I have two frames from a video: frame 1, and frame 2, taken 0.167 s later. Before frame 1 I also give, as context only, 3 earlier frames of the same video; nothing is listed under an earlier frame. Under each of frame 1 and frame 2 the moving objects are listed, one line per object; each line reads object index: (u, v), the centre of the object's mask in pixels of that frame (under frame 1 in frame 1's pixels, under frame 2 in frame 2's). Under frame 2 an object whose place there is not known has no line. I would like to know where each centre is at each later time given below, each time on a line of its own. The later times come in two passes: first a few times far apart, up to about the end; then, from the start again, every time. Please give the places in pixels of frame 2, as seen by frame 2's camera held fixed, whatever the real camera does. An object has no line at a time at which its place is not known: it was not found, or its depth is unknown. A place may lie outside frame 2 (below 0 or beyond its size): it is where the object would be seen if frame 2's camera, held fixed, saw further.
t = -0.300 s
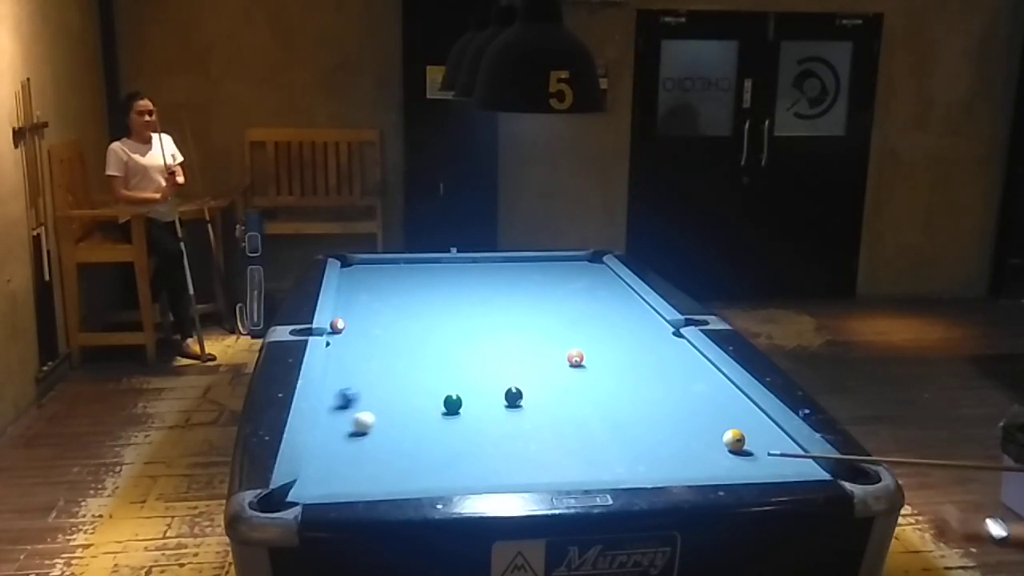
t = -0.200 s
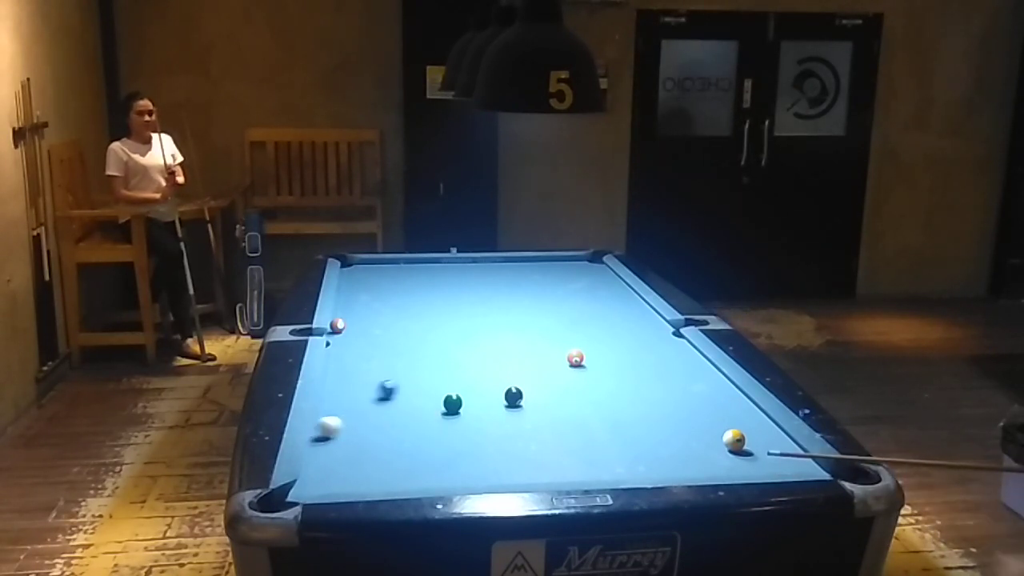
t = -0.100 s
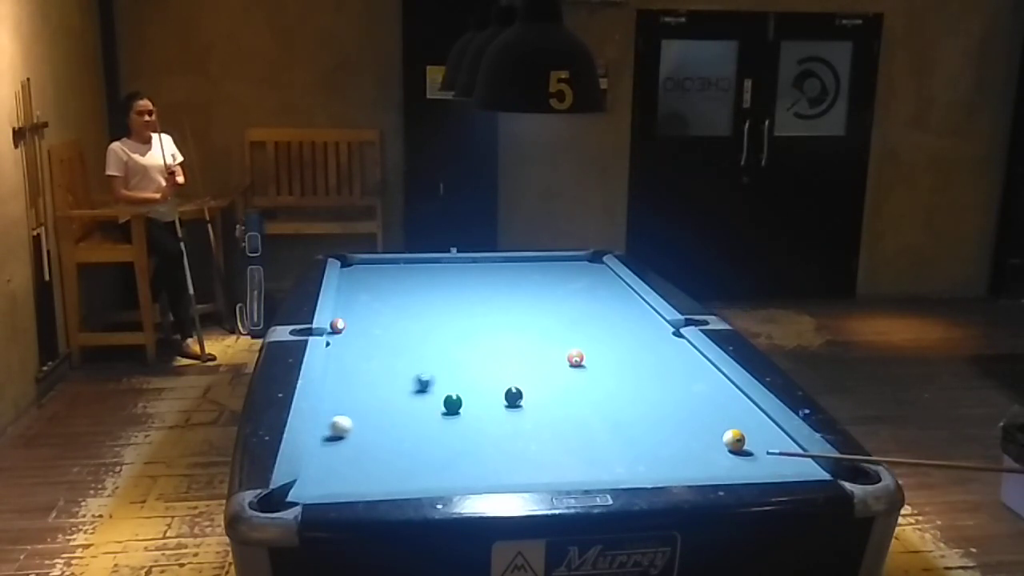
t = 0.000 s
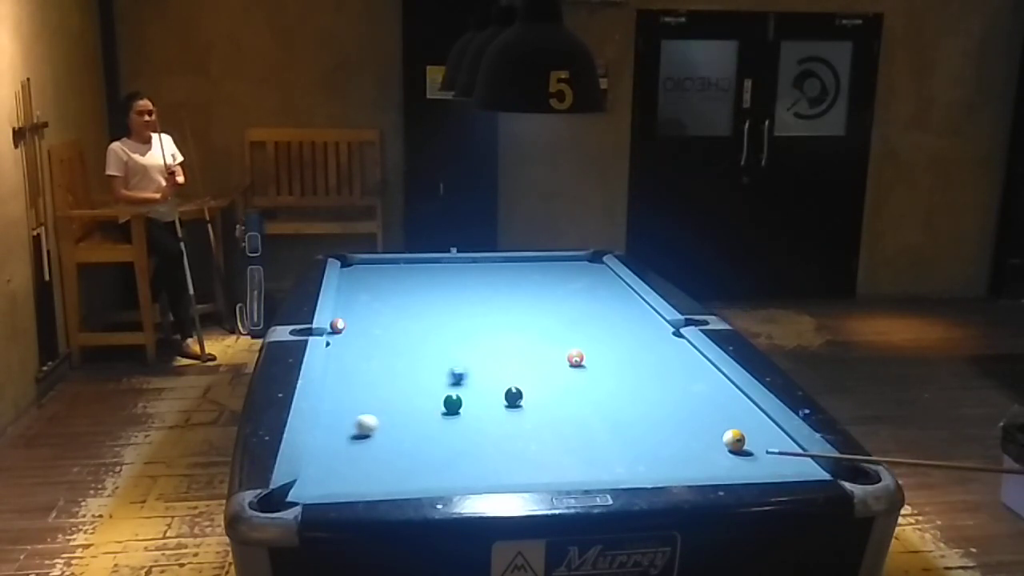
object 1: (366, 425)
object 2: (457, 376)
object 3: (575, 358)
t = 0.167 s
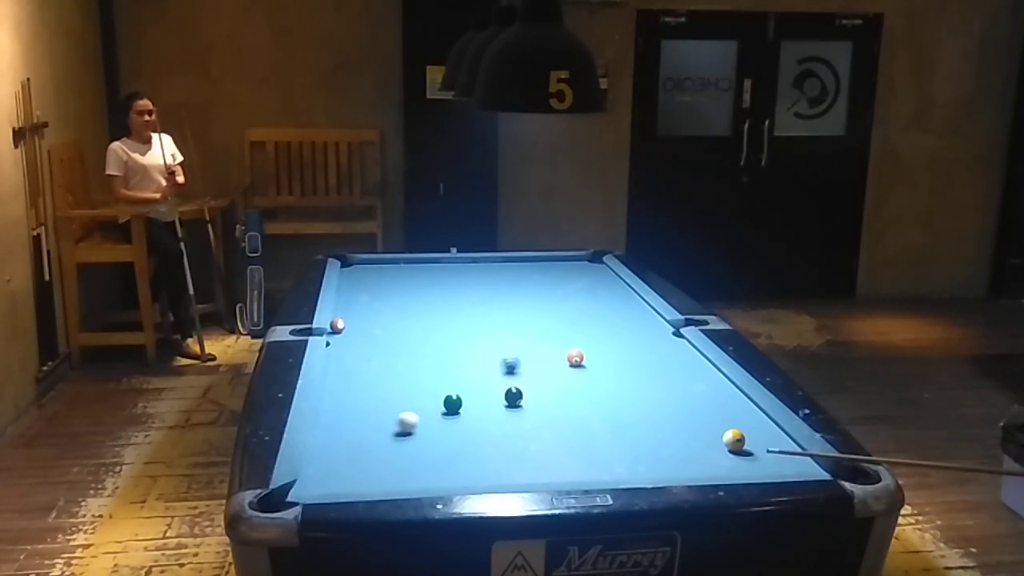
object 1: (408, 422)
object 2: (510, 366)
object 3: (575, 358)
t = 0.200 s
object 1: (415, 422)
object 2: (520, 365)
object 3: (575, 358)
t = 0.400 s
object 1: (462, 419)
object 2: (569, 350)
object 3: (582, 359)
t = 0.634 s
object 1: (514, 416)
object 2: (607, 335)
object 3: (605, 363)
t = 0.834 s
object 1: (555, 415)
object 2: (635, 324)
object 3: (624, 366)
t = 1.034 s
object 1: (595, 412)
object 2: (650, 315)
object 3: (642, 369)
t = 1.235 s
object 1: (633, 409)
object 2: (633, 313)
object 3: (659, 372)
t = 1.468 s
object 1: (675, 407)
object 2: (616, 311)
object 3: (678, 374)
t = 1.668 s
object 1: (709, 405)
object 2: (602, 309)
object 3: (693, 377)
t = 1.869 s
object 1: (741, 404)
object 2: (590, 307)
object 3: (707, 380)
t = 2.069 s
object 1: (729, 403)
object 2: (578, 306)
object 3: (720, 381)
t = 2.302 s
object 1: (707, 404)
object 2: (565, 304)
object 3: (721, 383)
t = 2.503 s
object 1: (689, 404)
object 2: (556, 303)
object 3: (717, 385)
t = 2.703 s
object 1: (673, 404)
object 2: (548, 302)
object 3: (715, 386)
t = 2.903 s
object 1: (658, 404)
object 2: (540, 301)
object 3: (713, 387)
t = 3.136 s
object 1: (643, 404)
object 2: (532, 300)
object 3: (712, 387)
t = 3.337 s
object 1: (631, 404)
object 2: (526, 299)
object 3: (713, 388)
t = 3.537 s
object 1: (620, 404)
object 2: (521, 298)
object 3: (713, 387)
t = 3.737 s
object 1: (610, 404)
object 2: (516, 297)
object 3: (713, 387)
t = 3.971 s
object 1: (601, 404)
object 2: (512, 296)
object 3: (714, 387)
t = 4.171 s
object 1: (594, 405)
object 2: (509, 296)
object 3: (713, 387)
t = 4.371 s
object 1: (589, 405)
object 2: (507, 295)
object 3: (714, 387)
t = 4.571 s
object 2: (505, 295)
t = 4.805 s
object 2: (504, 294)
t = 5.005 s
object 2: (503, 294)
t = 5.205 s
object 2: (503, 294)
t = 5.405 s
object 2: (503, 294)
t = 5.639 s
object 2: (504, 294)
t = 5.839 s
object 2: (503, 294)
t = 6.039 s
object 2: (503, 294)
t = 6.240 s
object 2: (504, 294)
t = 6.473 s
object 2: (503, 294)
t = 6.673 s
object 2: (504, 294)
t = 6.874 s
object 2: (503, 294)
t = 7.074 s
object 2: (503, 294)
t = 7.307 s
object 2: (503, 294)
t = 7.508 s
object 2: (503, 294)
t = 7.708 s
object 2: (503, 294)
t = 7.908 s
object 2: (503, 294)
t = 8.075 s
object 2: (503, 294)
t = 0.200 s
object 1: (415, 422)
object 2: (520, 365)
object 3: (575, 358)
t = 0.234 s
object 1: (423, 421)
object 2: (530, 362)
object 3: (575, 358)
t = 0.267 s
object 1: (431, 421)
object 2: (540, 360)
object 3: (575, 358)
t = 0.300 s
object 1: (439, 420)
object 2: (550, 360)
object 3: (576, 358)
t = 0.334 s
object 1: (447, 420)
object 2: (558, 355)
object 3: (575, 358)
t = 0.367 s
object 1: (454, 420)
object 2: (564, 352)
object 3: (578, 358)
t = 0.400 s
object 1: (462, 419)
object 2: (569, 350)
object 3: (582, 359)
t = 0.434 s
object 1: (470, 419)
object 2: (575, 348)
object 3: (585, 359)
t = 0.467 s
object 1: (477, 419)
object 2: (580, 345)
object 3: (589, 360)
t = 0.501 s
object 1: (485, 418)
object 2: (586, 344)
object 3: (592, 360)
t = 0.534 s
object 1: (492, 418)
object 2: (592, 342)
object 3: (596, 362)
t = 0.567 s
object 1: (499, 417)
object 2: (596, 339)
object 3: (599, 361)
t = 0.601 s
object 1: (506, 416)
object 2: (602, 337)
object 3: (602, 362)
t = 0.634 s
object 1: (514, 416)
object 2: (607, 335)
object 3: (605, 363)
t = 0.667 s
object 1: (521, 416)
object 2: (611, 333)
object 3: (608, 363)
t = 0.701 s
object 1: (528, 416)
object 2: (616, 331)
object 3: (611, 364)
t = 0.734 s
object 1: (535, 415)
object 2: (621, 329)
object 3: (614, 364)
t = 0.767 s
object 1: (542, 415)
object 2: (625, 327)
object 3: (618, 365)
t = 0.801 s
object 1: (549, 415)
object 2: (630, 325)
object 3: (621, 365)
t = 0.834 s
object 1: (555, 415)
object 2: (635, 324)
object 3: (624, 366)
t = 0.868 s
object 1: (562, 414)
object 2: (639, 322)
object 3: (627, 366)
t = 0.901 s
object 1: (569, 413)
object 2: (643, 320)
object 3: (630, 367)
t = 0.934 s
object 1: (576, 413)
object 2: (648, 318)
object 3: (633, 367)
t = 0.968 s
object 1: (582, 413)
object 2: (652, 316)
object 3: (636, 368)
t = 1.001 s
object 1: (589, 412)
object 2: (653, 315)
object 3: (639, 368)
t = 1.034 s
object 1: (595, 412)
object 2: (650, 315)
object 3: (642, 369)
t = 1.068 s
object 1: (601, 411)
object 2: (647, 315)
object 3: (645, 369)
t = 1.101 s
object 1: (608, 411)
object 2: (644, 315)
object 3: (648, 370)
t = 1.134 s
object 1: (614, 411)
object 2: (641, 314)
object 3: (650, 370)
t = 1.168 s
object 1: (620, 410)
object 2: (639, 314)
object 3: (653, 371)
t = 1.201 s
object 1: (627, 410)
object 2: (636, 313)
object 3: (656, 371)
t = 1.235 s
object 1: (633, 409)
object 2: (633, 313)
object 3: (659, 372)
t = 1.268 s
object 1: (639, 409)
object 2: (631, 313)
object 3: (661, 372)
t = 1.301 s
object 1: (645, 409)
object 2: (628, 312)
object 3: (664, 373)
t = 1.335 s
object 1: (651, 408)
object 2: (626, 312)
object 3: (667, 373)
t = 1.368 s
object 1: (657, 408)
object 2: (623, 312)
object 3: (670, 373)
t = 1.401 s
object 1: (663, 408)
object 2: (620, 311)
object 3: (672, 374)
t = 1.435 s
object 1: (668, 407)
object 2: (618, 311)
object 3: (675, 374)
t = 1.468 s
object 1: (675, 407)
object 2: (616, 311)
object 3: (678, 374)
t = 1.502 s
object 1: (680, 407)
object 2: (614, 310)
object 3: (680, 375)
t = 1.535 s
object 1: (686, 407)
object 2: (611, 310)
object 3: (683, 376)
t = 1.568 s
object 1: (692, 406)
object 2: (609, 310)
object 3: (685, 376)
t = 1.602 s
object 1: (697, 406)
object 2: (607, 310)
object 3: (688, 376)
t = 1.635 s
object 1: (703, 406)
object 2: (604, 310)
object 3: (690, 377)
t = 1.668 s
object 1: (709, 405)
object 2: (602, 309)
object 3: (693, 377)
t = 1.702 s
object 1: (714, 405)
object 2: (600, 309)
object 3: (695, 378)
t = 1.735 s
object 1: (720, 405)
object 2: (598, 308)
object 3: (698, 378)
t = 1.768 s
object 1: (725, 404)
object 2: (596, 308)
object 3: (700, 379)
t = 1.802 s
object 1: (730, 404)
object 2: (594, 308)
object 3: (702, 379)
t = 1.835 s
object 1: (736, 404)
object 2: (592, 308)
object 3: (705, 379)
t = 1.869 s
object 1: (741, 404)
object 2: (590, 307)
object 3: (707, 380)
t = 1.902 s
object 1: (745, 403)
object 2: (587, 307)
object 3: (709, 380)
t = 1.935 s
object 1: (742, 403)
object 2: (585, 307)
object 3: (711, 380)
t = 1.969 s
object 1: (739, 404)
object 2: (583, 307)
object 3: (714, 380)
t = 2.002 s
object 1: (736, 403)
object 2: (581, 306)
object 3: (716, 381)
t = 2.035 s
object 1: (732, 403)
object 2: (580, 306)
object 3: (718, 381)
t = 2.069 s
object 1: (729, 403)
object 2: (578, 306)
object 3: (720, 381)
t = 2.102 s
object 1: (725, 403)
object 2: (576, 305)
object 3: (723, 382)
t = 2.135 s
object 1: (722, 403)
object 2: (574, 305)
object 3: (724, 382)
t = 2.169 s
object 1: (719, 403)
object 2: (572, 305)
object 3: (723, 382)
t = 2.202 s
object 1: (716, 403)
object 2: (571, 305)
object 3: (723, 383)
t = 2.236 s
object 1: (713, 403)
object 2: (569, 305)
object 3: (722, 383)
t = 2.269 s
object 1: (710, 403)
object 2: (567, 305)
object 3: (721, 383)
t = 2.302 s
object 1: (707, 404)
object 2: (565, 304)
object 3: (721, 383)
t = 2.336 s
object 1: (704, 404)
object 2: (564, 304)
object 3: (720, 384)
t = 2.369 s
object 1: (701, 404)
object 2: (563, 304)
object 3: (719, 384)
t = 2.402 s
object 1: (698, 404)
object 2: (561, 304)
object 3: (719, 384)
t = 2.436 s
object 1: (695, 404)
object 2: (559, 304)
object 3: (718, 384)
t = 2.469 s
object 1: (692, 404)
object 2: (558, 303)
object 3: (718, 385)
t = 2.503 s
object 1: (689, 404)
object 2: (556, 303)
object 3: (717, 385)
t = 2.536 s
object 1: (687, 404)
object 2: (555, 303)
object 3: (717, 385)
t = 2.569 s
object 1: (684, 404)
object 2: (553, 303)
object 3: (716, 386)
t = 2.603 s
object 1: (681, 404)
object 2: (552, 302)
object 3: (716, 386)
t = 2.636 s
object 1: (678, 404)
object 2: (550, 302)
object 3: (715, 386)
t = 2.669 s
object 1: (676, 404)
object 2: (549, 302)
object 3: (715, 386)
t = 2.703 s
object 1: (673, 404)
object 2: (548, 302)
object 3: (715, 386)
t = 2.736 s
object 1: (671, 404)
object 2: (546, 302)
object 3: (714, 386)
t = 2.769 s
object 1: (668, 404)
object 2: (545, 302)
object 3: (714, 386)
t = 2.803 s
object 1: (666, 404)
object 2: (543, 301)
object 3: (714, 386)
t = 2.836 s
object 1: (663, 404)
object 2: (542, 301)
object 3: (714, 387)
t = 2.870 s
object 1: (661, 404)
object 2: (541, 301)
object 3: (713, 387)
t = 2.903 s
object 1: (658, 404)
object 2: (540, 301)
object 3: (713, 387)
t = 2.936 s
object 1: (656, 404)
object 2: (539, 301)
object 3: (713, 387)
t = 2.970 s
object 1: (654, 404)
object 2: (537, 301)
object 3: (713, 387)
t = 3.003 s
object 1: (651, 404)
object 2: (536, 301)
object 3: (712, 387)
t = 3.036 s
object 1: (649, 404)
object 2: (535, 301)
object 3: (712, 387)
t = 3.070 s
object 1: (647, 404)
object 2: (534, 300)
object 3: (712, 387)
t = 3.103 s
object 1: (645, 404)
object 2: (533, 300)
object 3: (712, 387)
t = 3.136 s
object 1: (643, 404)
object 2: (532, 300)
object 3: (712, 387)
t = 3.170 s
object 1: (640, 404)
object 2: (531, 300)
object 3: (712, 387)
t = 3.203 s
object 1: (638, 404)
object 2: (530, 300)
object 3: (713, 387)
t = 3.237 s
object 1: (636, 404)
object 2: (529, 299)
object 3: (713, 387)
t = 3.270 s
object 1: (634, 404)
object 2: (528, 299)
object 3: (713, 387)
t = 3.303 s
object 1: (633, 404)
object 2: (527, 299)
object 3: (713, 387)
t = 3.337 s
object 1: (631, 404)
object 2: (526, 299)
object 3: (713, 388)
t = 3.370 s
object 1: (629, 404)
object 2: (525, 299)
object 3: (713, 387)
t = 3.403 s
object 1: (627, 404)
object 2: (524, 299)
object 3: (713, 387)
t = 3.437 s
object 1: (625, 404)
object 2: (523, 299)
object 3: (713, 387)
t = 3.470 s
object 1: (623, 404)
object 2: (523, 298)
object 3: (713, 388)
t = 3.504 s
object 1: (621, 404)
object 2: (522, 298)
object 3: (713, 388)
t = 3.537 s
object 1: (620, 404)
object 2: (521, 298)
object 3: (713, 387)
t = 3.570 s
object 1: (618, 404)
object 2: (520, 298)
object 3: (713, 388)
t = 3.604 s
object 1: (616, 404)
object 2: (519, 298)
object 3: (713, 388)
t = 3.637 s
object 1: (615, 404)
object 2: (519, 298)
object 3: (713, 387)
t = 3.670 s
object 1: (613, 404)
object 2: (518, 297)
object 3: (714, 387)
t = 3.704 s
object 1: (612, 404)
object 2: (517, 297)
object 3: (714, 387)
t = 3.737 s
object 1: (610, 404)
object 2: (516, 297)
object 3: (713, 387)
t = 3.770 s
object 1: (609, 404)
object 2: (516, 297)
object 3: (713, 388)
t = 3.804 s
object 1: (607, 404)
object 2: (515, 297)
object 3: (714, 387)
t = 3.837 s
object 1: (606, 404)
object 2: (514, 297)
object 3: (713, 387)
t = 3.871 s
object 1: (604, 404)
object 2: (514, 296)
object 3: (714, 387)
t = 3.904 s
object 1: (603, 404)
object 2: (513, 296)
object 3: (713, 387)
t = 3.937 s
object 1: (602, 404)
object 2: (512, 296)
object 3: (713, 387)
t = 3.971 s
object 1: (601, 404)
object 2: (512, 296)
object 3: (714, 387)
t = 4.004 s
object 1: (599, 404)
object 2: (511, 296)
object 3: (714, 387)
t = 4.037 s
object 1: (598, 404)
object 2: (511, 296)
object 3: (714, 387)
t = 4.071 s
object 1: (597, 404)
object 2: (510, 296)
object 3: (714, 387)
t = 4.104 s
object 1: (596, 404)
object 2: (510, 296)
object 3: (714, 387)
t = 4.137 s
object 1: (595, 404)
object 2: (509, 296)
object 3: (713, 387)
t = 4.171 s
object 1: (594, 405)
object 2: (509, 296)
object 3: (713, 387)
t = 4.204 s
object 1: (593, 405)
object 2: (508, 296)
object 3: (713, 387)
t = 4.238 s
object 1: (592, 405)
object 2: (508, 296)
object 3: (713, 387)
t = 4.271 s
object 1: (591, 405)
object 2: (508, 295)
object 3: (713, 387)
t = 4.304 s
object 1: (590, 405)
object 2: (507, 295)
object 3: (713, 387)
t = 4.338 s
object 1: (589, 405)
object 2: (507, 295)
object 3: (714, 387)
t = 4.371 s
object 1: (589, 405)
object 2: (507, 295)
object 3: (714, 387)
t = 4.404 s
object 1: (588, 405)
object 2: (506, 295)
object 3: (714, 387)
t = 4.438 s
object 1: (587, 405)
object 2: (506, 295)
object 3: (714, 387)
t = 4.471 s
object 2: (506, 295)
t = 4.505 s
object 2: (506, 295)
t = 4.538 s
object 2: (505, 295)
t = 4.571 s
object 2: (505, 295)
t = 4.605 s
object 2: (505, 295)
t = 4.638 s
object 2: (505, 295)
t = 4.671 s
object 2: (504, 295)
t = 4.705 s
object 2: (505, 294)
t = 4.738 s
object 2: (504, 295)
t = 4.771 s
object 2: (504, 295)
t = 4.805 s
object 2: (504, 294)
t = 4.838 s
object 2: (504, 295)
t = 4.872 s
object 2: (504, 295)
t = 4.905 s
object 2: (504, 295)
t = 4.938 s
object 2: (504, 294)
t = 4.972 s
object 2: (504, 294)
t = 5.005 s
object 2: (503, 294)
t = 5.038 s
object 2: (503, 294)
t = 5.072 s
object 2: (503, 294)
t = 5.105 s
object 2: (503, 294)
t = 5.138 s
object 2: (503, 294)
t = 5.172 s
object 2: (503, 294)
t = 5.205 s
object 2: (503, 294)
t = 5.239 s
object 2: (504, 294)
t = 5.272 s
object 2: (503, 294)
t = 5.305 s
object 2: (503, 294)
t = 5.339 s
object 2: (504, 294)
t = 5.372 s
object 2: (503, 294)
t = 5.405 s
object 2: (503, 294)
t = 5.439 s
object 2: (504, 294)
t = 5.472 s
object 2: (504, 294)
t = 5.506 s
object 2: (504, 294)
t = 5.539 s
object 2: (504, 294)
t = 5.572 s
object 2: (504, 294)
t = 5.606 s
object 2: (504, 294)
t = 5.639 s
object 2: (504, 294)
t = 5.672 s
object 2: (504, 294)
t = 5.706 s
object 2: (504, 294)
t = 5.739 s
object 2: (504, 294)
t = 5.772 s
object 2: (503, 294)
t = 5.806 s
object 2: (503, 294)
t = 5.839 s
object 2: (503, 294)
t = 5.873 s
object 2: (503, 294)
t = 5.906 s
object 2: (503, 294)
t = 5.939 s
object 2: (504, 294)
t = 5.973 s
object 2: (503, 294)
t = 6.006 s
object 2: (503, 294)
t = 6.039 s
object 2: (503, 294)
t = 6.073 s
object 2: (503, 294)
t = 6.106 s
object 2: (503, 294)
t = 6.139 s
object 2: (504, 294)
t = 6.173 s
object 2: (504, 294)
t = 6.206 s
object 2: (504, 294)
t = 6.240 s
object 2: (504, 294)
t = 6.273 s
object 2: (503, 294)
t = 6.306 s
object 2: (504, 294)
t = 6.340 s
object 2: (504, 294)
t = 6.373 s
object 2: (503, 294)
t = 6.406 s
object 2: (503, 294)
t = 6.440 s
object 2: (503, 294)
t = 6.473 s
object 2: (503, 294)
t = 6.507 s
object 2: (503, 294)
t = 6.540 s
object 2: (503, 294)
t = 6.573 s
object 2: (504, 294)
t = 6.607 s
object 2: (503, 294)
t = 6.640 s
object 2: (504, 294)
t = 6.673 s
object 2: (504, 294)
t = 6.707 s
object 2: (504, 294)
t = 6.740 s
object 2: (504, 294)
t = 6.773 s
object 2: (503, 294)
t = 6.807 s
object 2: (504, 294)
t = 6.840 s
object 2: (504, 294)
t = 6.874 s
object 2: (503, 294)
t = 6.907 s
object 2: (504, 294)
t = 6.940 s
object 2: (503, 294)
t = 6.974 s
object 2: (504, 294)
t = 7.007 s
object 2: (504, 294)
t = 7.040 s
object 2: (503, 294)
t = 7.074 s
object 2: (503, 294)
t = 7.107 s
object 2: (503, 294)
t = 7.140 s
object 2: (504, 294)
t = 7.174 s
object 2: (504, 294)
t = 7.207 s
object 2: (504, 294)
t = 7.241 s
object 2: (504, 294)
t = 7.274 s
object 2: (503, 294)
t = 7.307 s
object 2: (503, 294)
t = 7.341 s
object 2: (503, 294)
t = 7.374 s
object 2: (503, 294)
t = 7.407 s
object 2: (503, 294)
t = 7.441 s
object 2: (503, 294)
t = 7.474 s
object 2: (503, 294)
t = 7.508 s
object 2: (503, 294)
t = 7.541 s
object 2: (503, 294)
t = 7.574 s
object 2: (503, 294)
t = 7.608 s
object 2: (503, 294)
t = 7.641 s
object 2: (503, 294)
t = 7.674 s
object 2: (503, 294)
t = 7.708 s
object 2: (503, 294)
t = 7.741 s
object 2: (503, 294)
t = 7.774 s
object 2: (503, 294)
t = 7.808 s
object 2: (503, 294)
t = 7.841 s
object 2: (503, 294)
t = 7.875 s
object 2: (503, 294)
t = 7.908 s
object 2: (503, 294)
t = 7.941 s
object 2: (503, 294)
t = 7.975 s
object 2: (503, 294)
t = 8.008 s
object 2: (503, 294)
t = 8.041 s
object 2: (503, 294)
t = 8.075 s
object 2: (503, 294)
